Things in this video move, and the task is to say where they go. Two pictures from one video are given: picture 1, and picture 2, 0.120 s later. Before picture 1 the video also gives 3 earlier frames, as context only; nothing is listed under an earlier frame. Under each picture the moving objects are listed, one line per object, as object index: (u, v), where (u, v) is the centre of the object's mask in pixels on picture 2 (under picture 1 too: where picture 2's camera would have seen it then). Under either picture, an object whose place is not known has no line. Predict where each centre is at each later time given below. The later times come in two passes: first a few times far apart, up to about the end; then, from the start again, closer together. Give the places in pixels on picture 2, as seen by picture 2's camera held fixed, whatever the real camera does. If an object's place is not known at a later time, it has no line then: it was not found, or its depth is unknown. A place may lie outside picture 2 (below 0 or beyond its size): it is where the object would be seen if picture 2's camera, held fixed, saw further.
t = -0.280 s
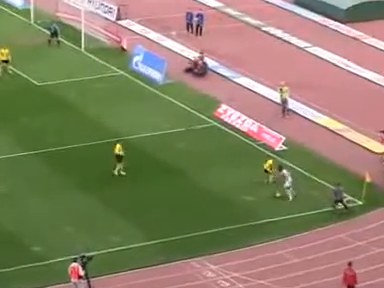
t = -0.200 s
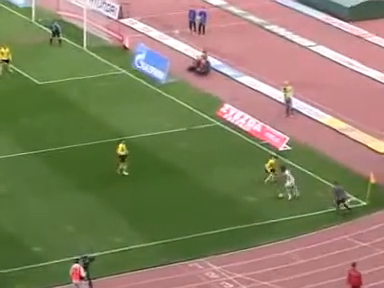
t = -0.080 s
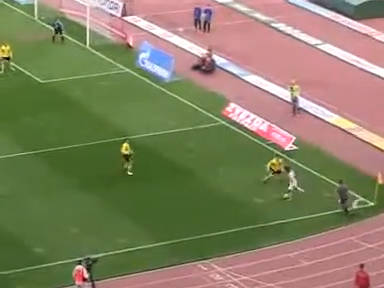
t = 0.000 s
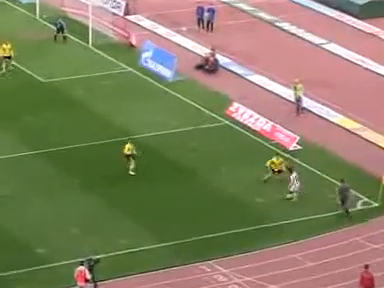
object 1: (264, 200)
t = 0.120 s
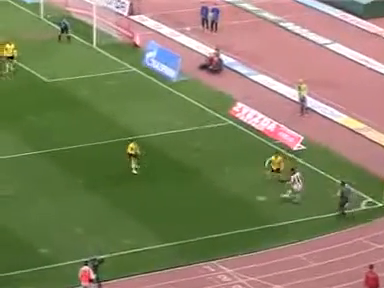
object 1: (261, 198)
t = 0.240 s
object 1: (226, 202)
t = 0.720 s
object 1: (115, 215)
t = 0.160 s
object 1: (247, 198)
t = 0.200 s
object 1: (236, 202)
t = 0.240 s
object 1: (226, 202)
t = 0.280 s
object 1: (215, 203)
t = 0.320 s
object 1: (205, 204)
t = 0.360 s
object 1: (195, 205)
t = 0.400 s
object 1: (184, 200)
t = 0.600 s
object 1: (139, 213)
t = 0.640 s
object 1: (131, 213)
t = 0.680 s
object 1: (123, 214)
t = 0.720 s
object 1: (115, 215)
